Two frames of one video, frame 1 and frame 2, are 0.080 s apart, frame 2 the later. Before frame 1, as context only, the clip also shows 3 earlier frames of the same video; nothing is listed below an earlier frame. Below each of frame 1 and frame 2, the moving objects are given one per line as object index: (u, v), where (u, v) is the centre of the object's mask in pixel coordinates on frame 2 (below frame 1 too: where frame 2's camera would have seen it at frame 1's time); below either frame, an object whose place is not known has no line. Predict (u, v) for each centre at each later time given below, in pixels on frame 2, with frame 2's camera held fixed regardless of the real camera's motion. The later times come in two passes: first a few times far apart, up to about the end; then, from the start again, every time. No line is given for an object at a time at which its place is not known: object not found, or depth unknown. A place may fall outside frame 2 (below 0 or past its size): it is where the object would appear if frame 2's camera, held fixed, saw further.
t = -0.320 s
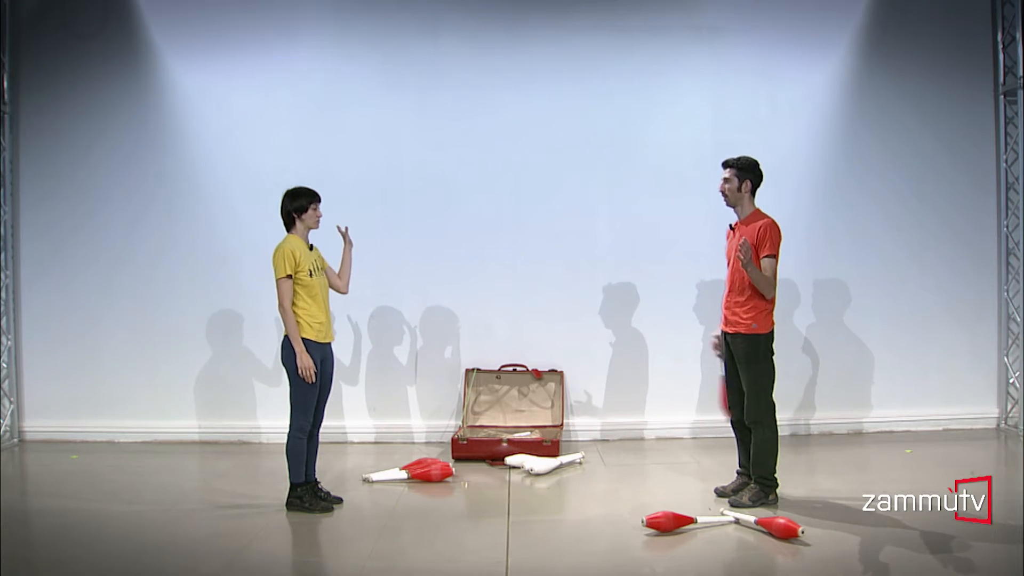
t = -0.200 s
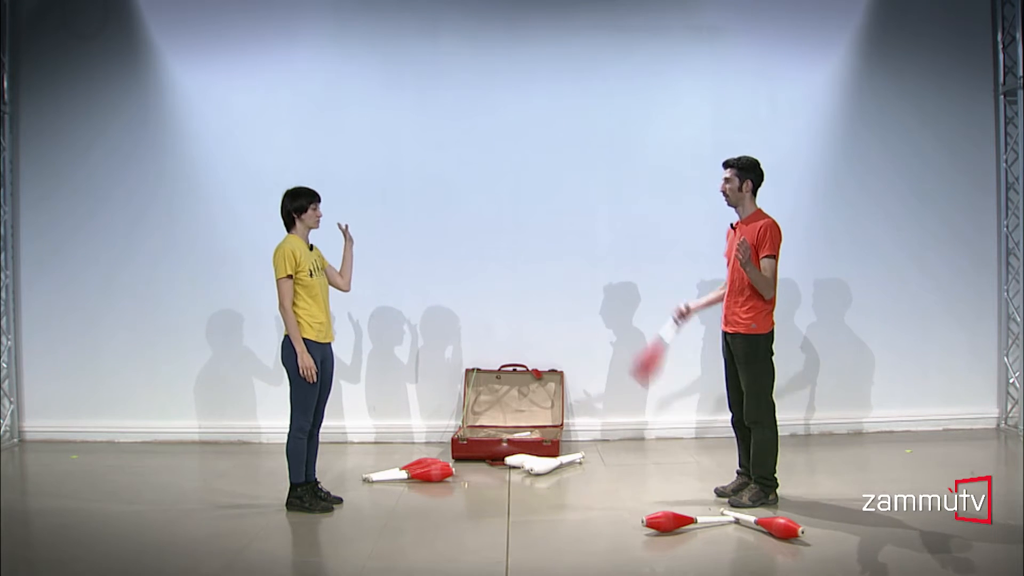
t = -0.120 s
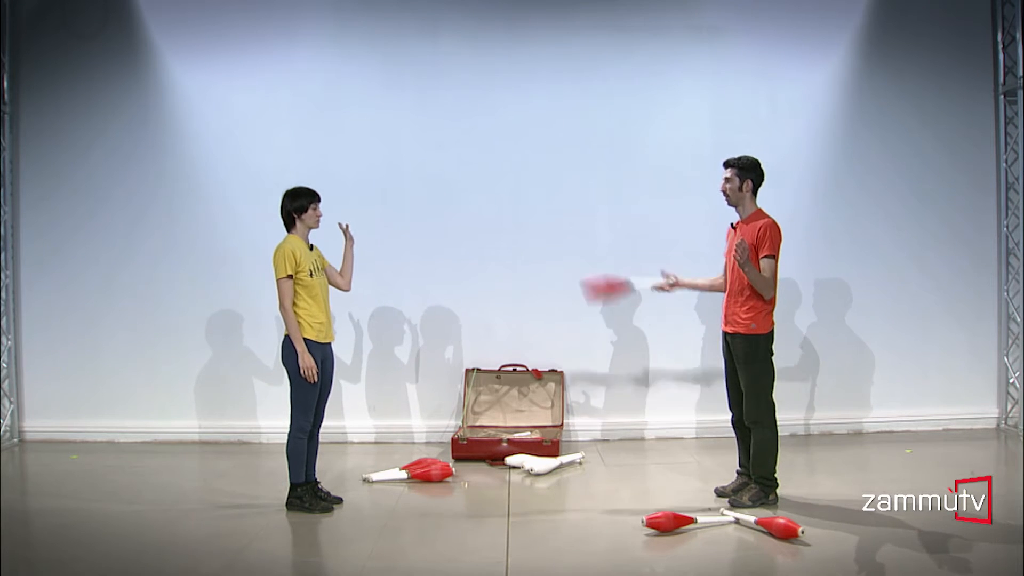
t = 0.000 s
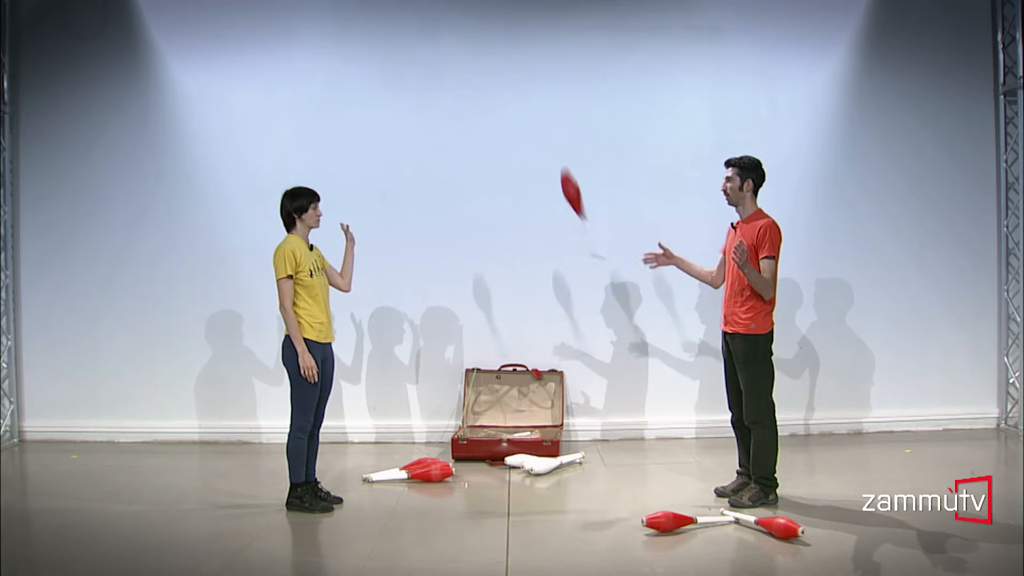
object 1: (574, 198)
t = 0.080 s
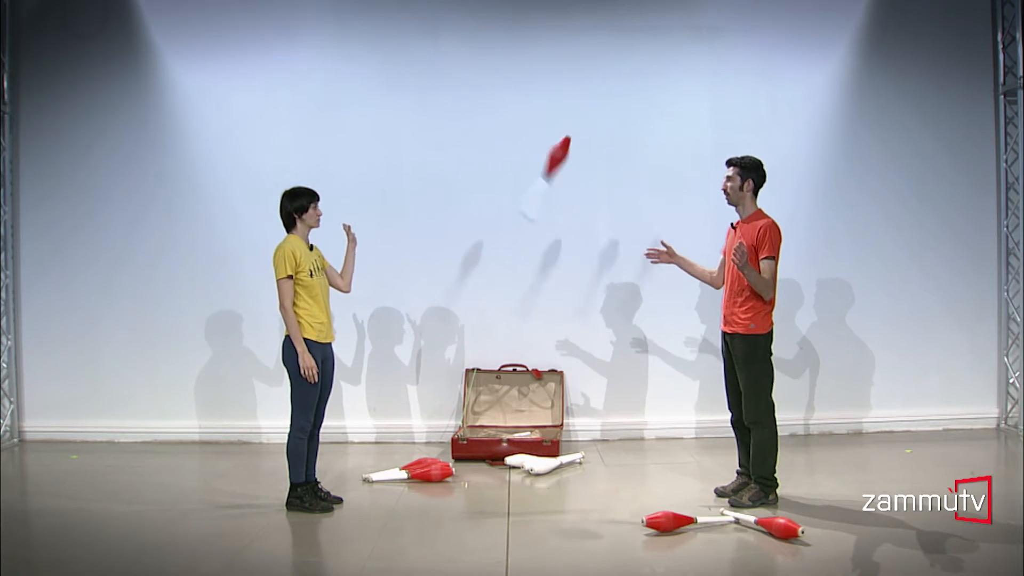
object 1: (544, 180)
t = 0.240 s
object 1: (495, 132)
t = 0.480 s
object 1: (425, 159)
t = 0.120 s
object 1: (527, 164)
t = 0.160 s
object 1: (513, 148)
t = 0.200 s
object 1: (504, 137)
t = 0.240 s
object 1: (495, 132)
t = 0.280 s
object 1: (485, 133)
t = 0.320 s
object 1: (470, 136)
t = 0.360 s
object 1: (455, 137)
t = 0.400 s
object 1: (443, 140)
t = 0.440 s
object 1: (433, 147)
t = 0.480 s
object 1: (425, 159)
